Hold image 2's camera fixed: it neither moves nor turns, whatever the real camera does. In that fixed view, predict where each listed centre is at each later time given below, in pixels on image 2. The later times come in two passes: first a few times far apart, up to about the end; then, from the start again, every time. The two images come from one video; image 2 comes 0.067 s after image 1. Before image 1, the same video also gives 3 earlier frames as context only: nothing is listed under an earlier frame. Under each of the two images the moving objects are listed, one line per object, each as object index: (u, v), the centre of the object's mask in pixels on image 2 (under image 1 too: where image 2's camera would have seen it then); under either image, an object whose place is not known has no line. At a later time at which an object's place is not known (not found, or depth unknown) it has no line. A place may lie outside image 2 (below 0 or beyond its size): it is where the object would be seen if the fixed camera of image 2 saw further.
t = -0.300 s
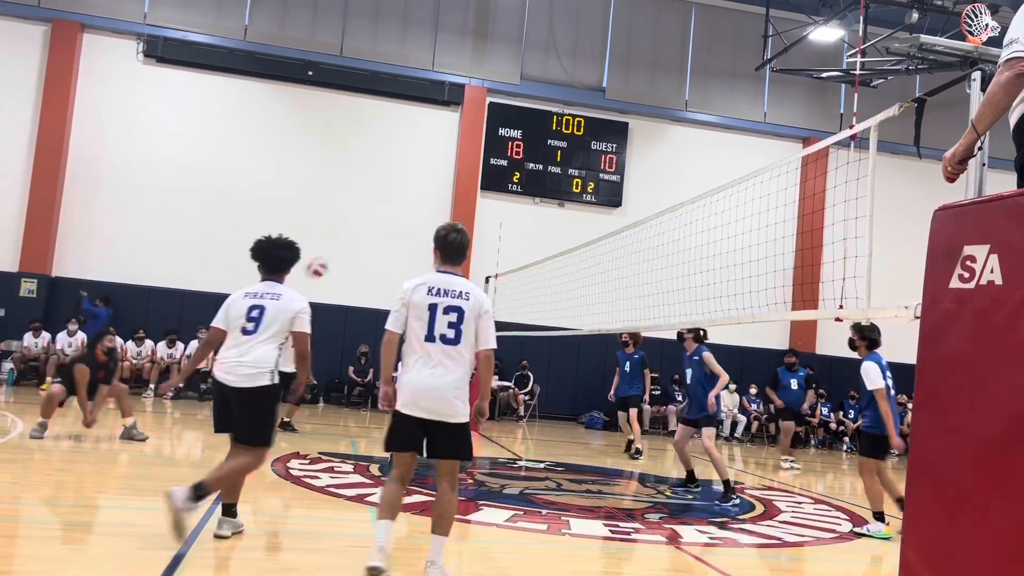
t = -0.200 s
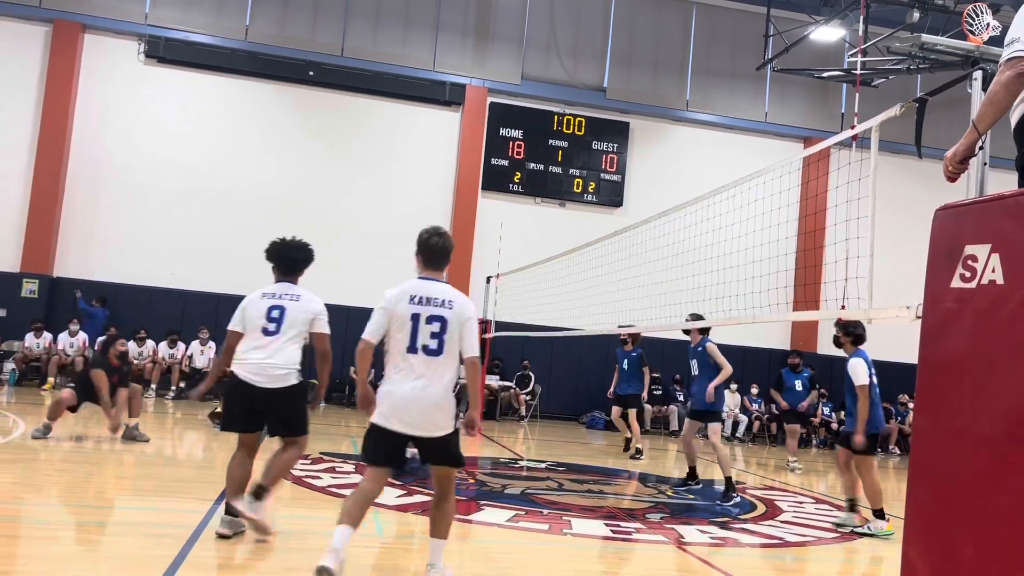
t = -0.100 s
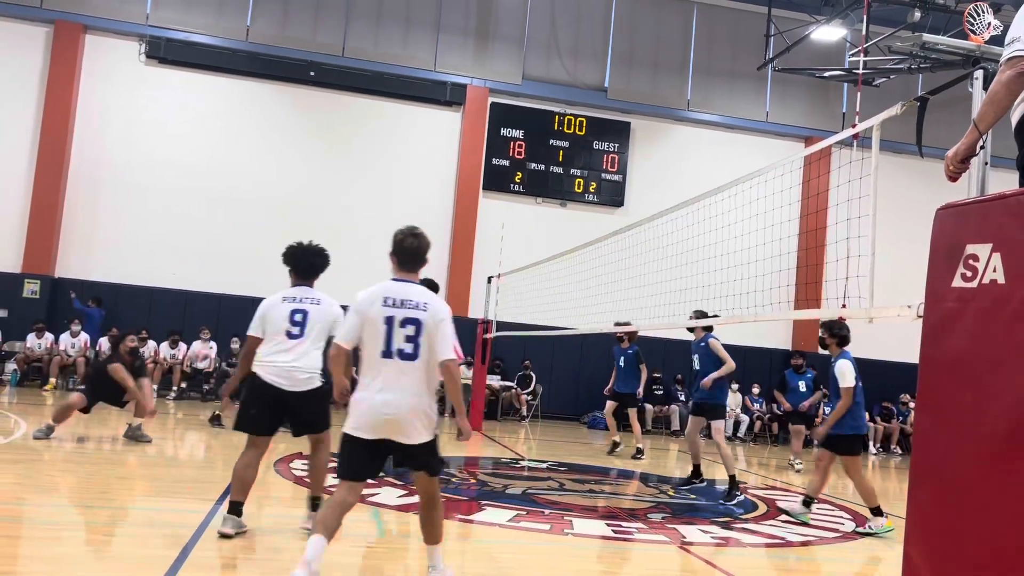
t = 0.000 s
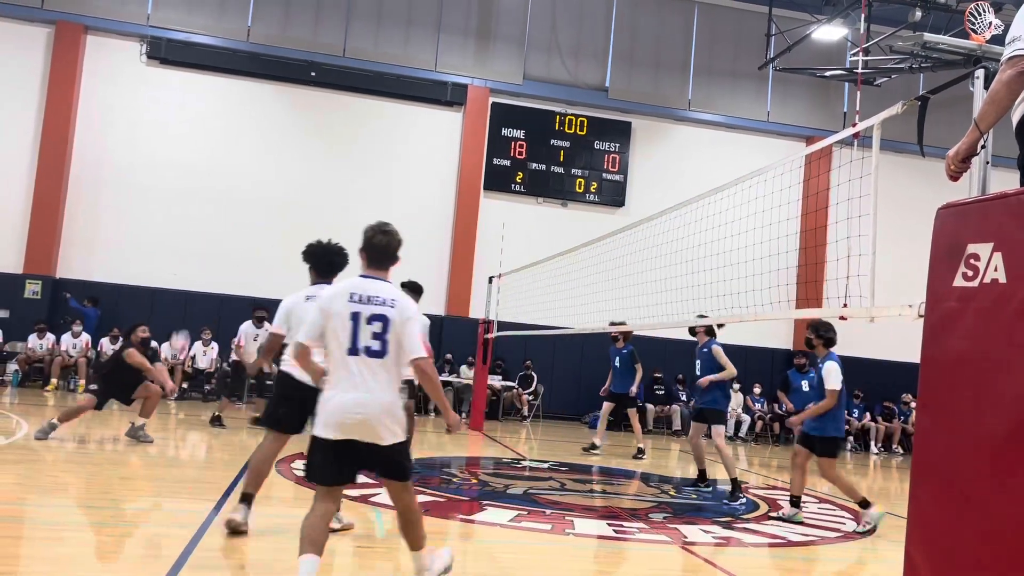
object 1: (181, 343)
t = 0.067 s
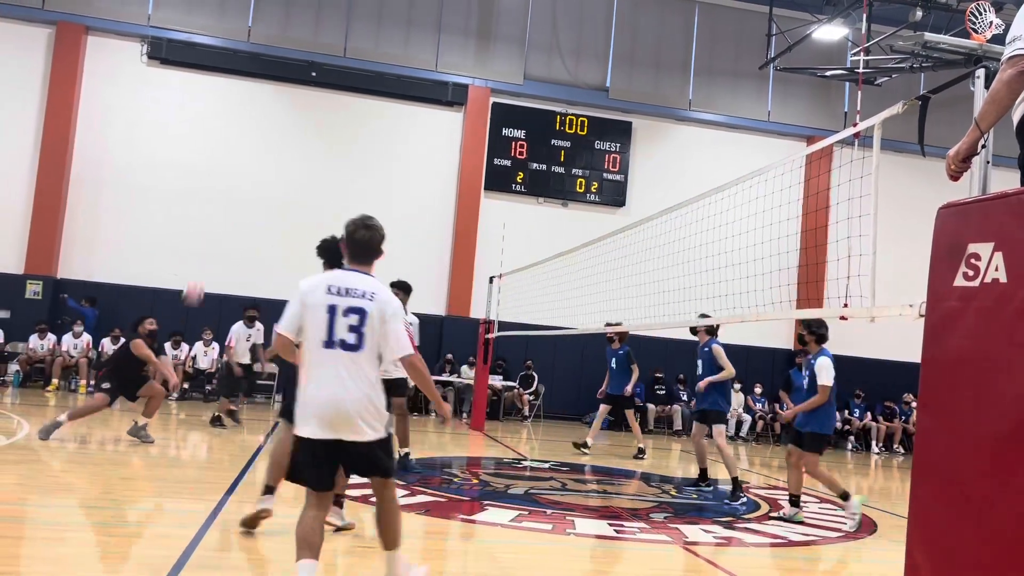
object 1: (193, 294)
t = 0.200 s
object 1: (217, 201)
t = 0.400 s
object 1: (246, 101)
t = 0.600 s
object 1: (271, 37)
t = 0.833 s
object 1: (293, 14)
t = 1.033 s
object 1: (307, 31)
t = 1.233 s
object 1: (318, 88)
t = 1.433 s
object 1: (325, 180)
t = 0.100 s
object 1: (199, 268)
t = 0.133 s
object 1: (205, 243)
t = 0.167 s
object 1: (211, 221)
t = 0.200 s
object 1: (217, 201)
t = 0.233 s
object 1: (223, 181)
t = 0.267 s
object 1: (228, 162)
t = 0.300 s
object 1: (233, 145)
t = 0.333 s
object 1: (238, 129)
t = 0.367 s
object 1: (242, 114)
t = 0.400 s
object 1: (246, 101)
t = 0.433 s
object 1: (251, 85)
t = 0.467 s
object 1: (256, 73)
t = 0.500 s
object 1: (260, 64)
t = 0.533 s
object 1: (263, 55)
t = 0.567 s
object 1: (268, 46)
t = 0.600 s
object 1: (271, 37)
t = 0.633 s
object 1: (274, 30)
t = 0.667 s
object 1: (278, 26)
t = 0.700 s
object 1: (281, 21)
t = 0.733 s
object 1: (284, 19)
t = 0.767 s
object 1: (287, 16)
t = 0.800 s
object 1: (290, 15)
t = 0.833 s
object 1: (293, 14)
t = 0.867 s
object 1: (296, 15)
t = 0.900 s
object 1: (298, 16)
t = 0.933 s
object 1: (301, 19)
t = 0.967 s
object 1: (303, 23)
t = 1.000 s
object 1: (305, 27)
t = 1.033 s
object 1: (307, 31)
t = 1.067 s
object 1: (307, 36)
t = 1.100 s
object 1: (310, 45)
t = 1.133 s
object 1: (313, 57)
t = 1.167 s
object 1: (314, 66)
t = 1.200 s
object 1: (316, 76)
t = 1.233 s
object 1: (318, 88)
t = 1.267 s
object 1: (319, 103)
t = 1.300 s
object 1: (320, 115)
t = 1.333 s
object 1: (322, 130)
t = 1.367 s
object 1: (323, 146)
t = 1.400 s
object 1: (324, 163)
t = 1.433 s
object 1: (325, 180)
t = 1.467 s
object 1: (326, 199)
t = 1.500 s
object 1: (325, 219)
